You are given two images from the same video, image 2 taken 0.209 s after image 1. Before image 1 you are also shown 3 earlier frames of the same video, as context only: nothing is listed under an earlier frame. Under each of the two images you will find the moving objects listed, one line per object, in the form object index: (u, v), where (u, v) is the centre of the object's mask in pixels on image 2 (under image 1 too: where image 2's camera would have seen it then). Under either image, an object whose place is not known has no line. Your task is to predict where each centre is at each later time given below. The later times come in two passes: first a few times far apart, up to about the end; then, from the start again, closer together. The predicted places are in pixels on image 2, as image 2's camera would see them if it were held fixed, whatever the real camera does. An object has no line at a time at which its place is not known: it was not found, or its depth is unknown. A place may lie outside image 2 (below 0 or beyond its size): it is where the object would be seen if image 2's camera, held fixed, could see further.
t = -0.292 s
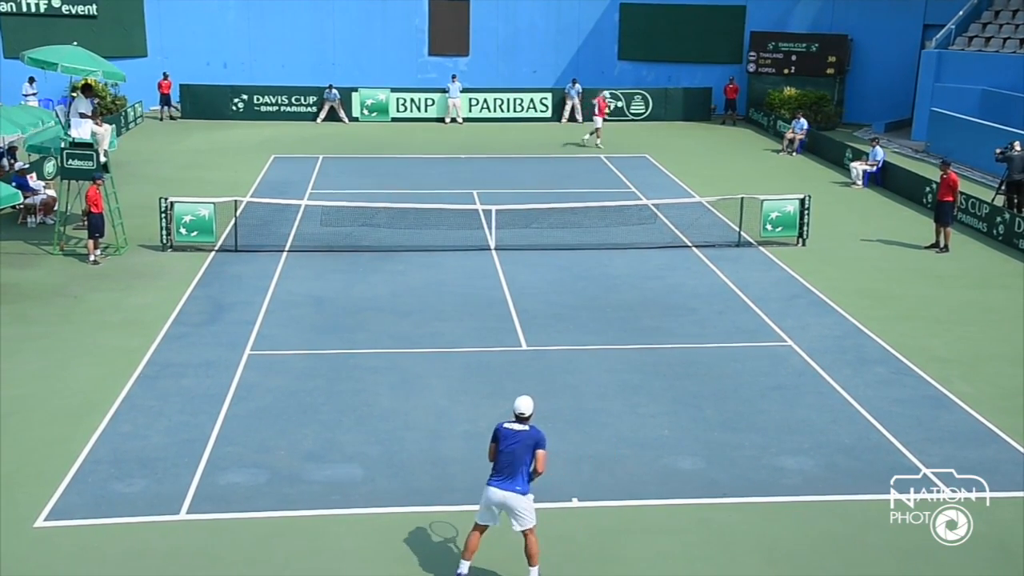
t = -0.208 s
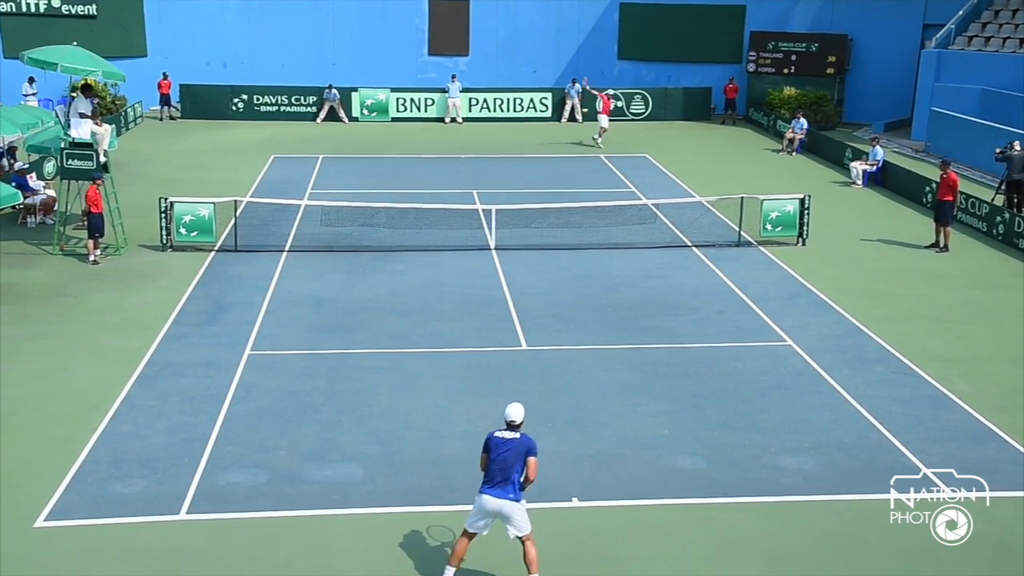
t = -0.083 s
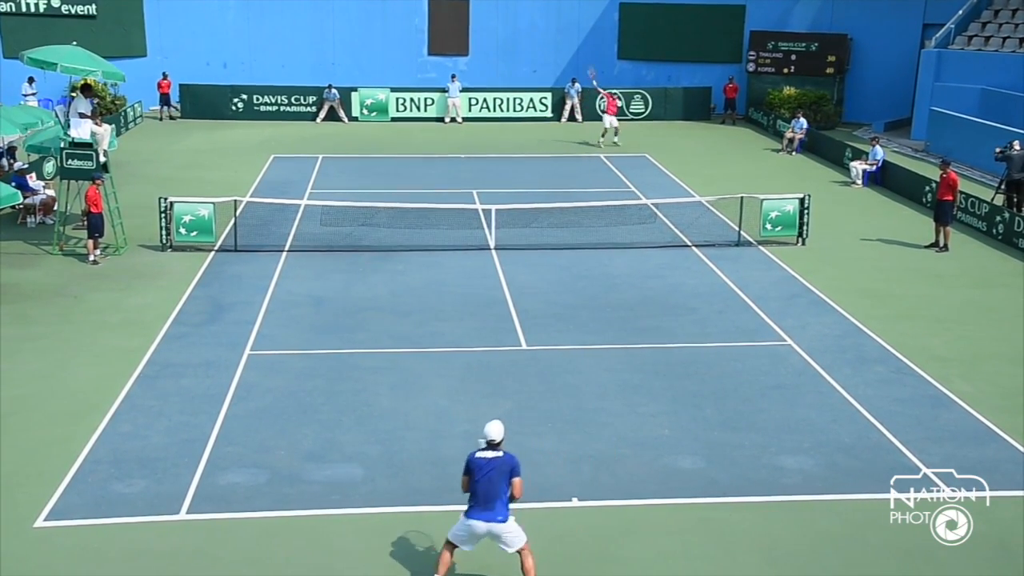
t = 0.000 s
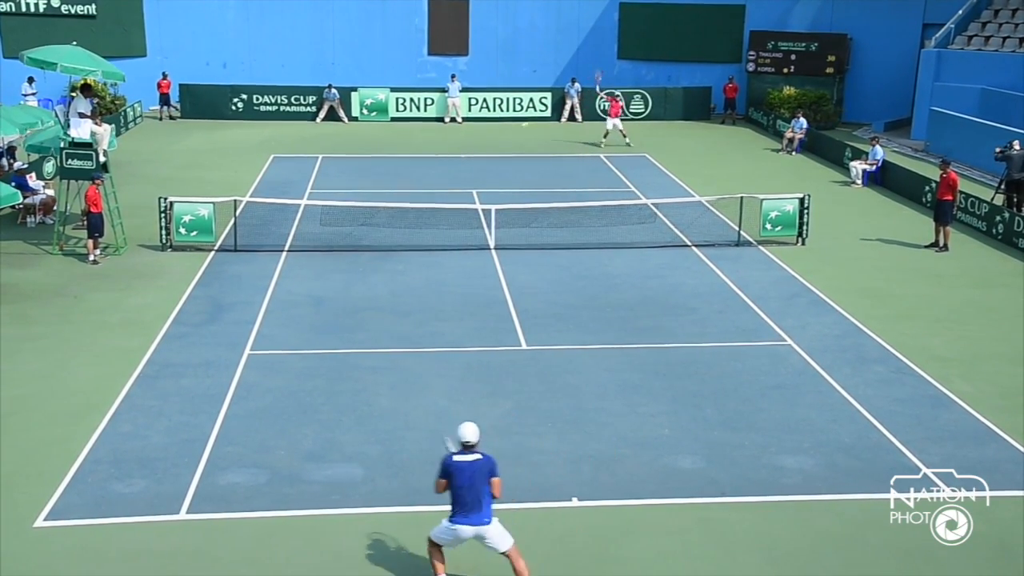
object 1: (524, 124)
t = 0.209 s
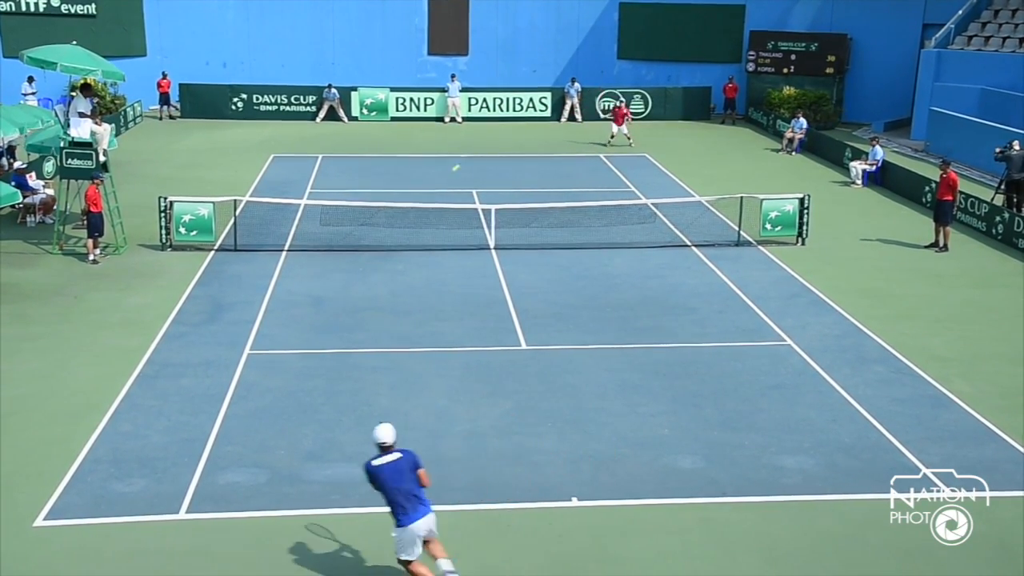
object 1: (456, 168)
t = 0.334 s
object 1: (409, 211)
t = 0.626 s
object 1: (288, 307)
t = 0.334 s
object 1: (409, 211)
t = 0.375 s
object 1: (392, 229)
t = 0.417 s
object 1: (375, 249)
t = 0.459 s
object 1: (357, 271)
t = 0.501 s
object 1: (338, 294)
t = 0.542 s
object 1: (319, 317)
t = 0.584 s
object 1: (304, 312)
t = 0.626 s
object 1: (288, 307)
